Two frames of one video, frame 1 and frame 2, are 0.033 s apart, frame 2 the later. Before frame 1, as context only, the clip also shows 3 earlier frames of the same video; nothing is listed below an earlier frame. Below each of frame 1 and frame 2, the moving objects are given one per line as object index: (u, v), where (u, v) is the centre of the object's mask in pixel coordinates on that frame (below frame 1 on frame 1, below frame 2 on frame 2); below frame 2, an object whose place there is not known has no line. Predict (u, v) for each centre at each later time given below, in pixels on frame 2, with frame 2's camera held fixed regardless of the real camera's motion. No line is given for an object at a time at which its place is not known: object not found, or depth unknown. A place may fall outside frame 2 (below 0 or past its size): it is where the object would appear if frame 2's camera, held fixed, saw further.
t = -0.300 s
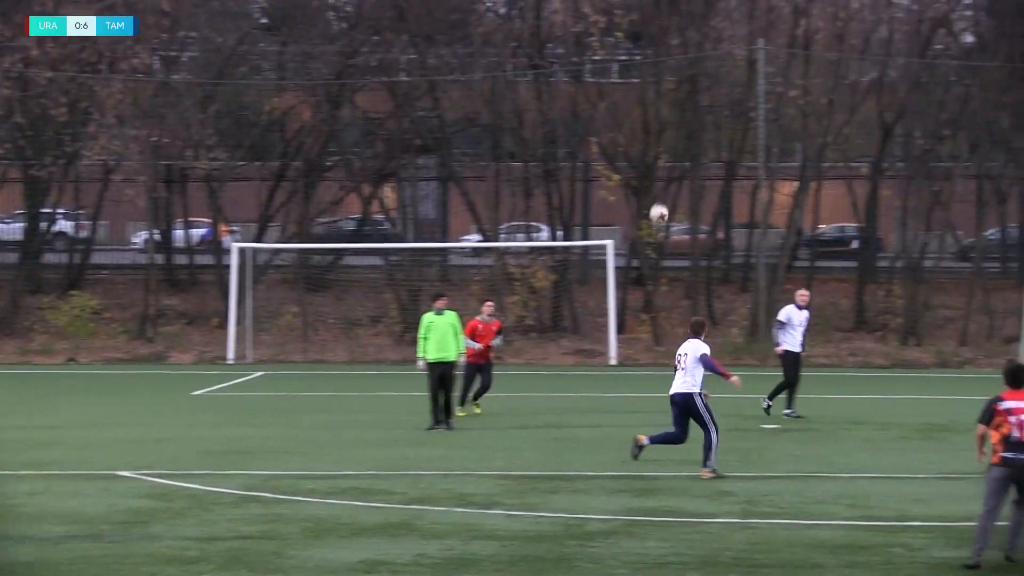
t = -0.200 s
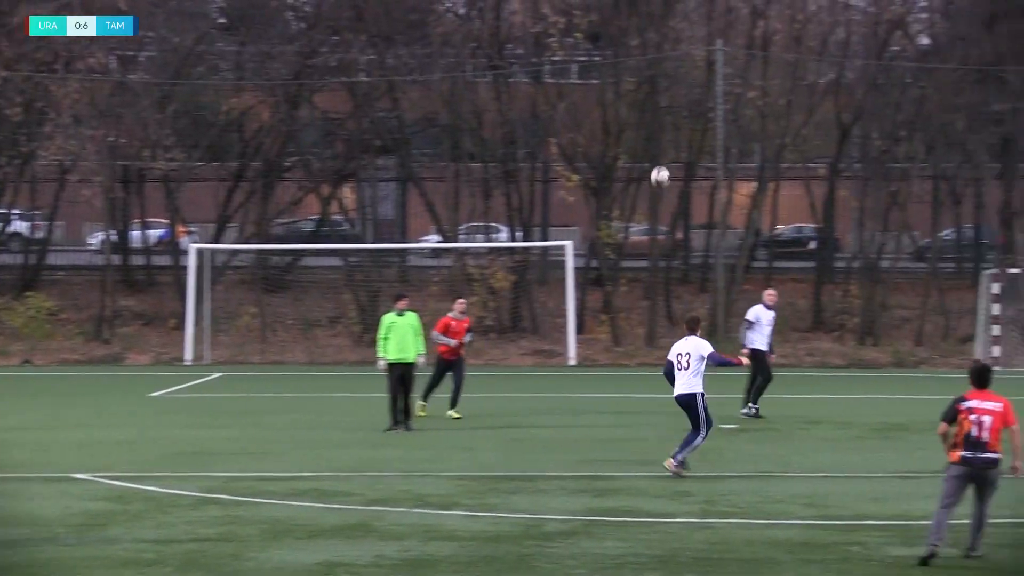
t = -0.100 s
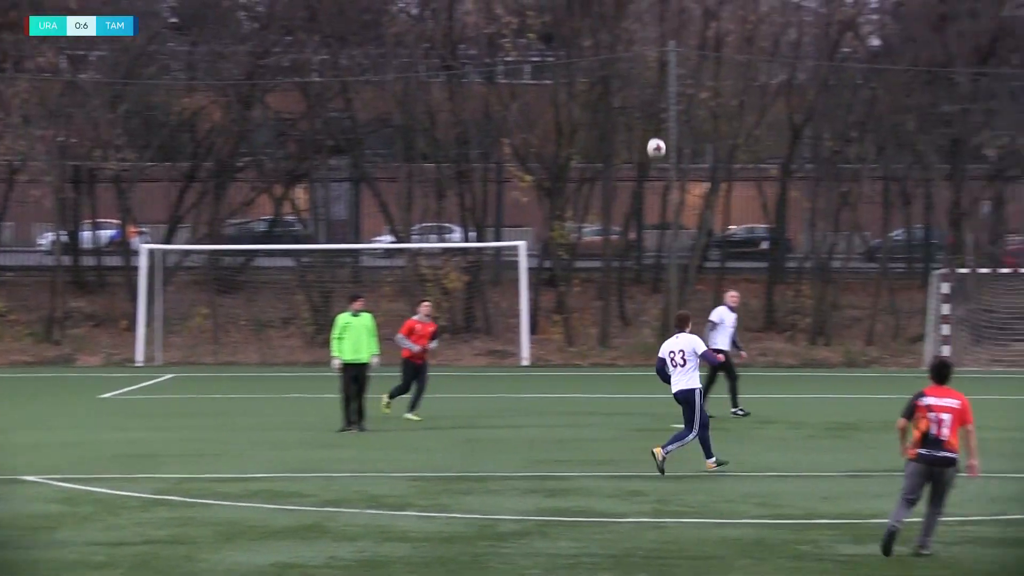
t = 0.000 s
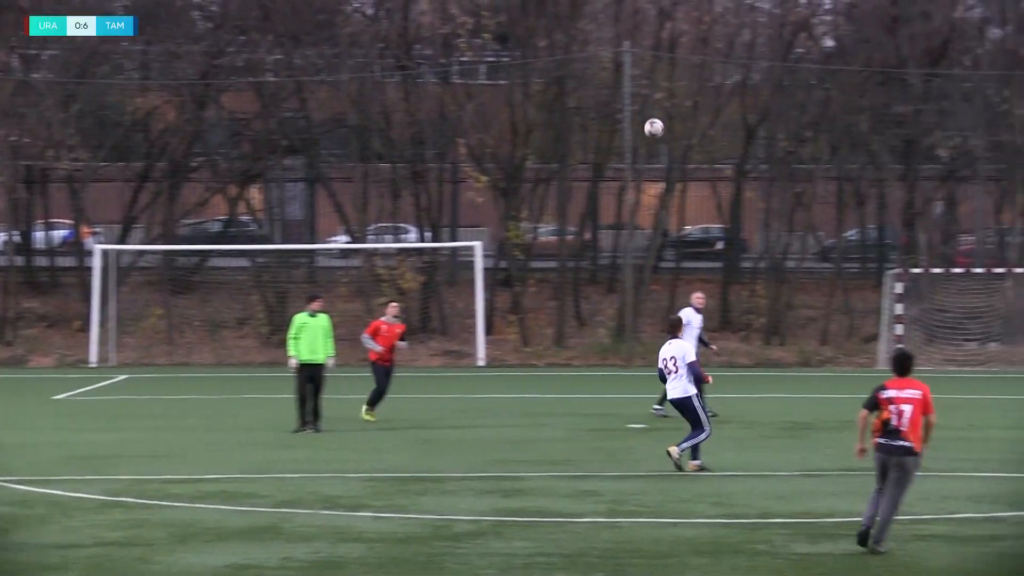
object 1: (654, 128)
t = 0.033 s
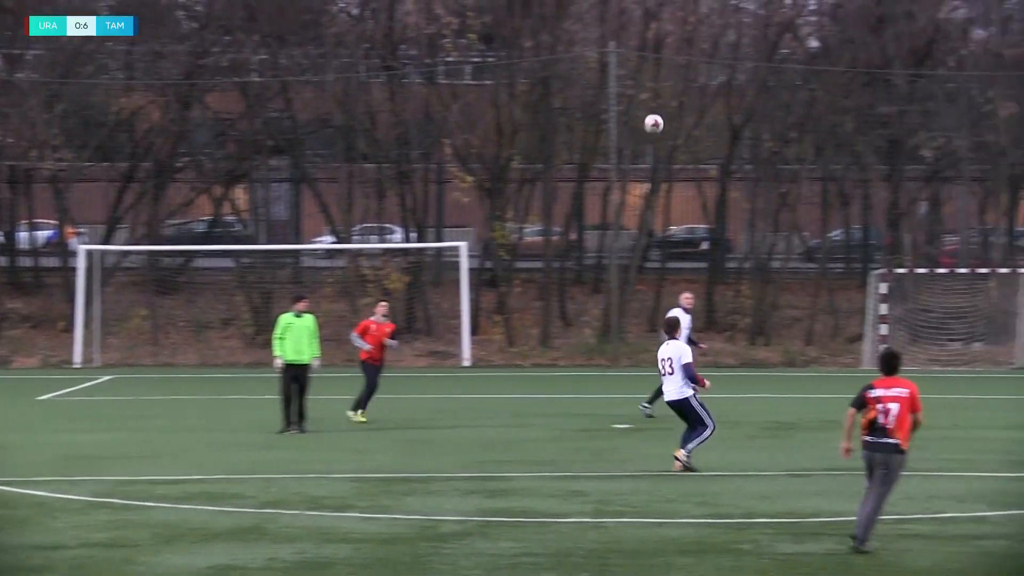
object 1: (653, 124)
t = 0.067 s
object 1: (667, 120)
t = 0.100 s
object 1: (681, 117)
